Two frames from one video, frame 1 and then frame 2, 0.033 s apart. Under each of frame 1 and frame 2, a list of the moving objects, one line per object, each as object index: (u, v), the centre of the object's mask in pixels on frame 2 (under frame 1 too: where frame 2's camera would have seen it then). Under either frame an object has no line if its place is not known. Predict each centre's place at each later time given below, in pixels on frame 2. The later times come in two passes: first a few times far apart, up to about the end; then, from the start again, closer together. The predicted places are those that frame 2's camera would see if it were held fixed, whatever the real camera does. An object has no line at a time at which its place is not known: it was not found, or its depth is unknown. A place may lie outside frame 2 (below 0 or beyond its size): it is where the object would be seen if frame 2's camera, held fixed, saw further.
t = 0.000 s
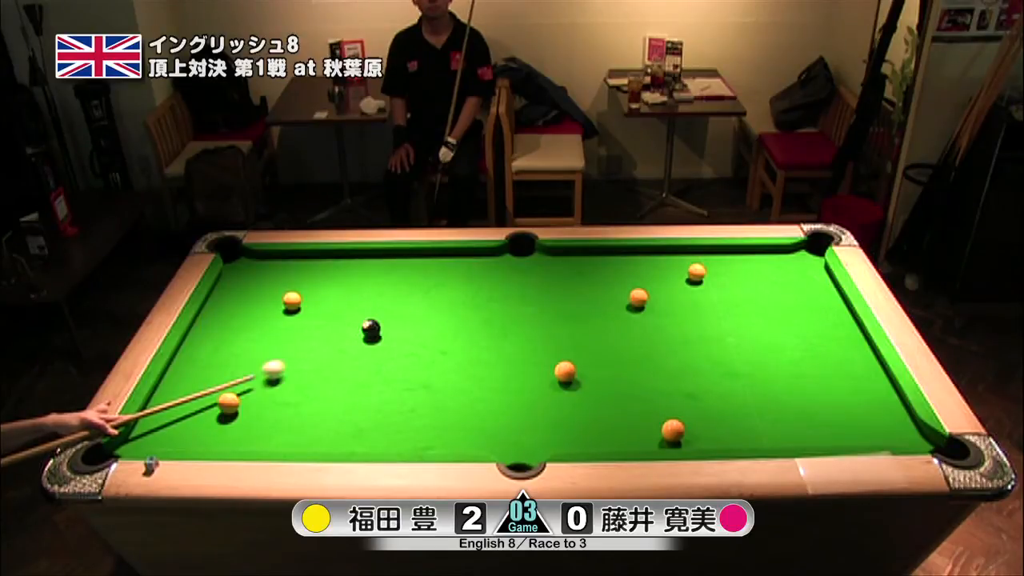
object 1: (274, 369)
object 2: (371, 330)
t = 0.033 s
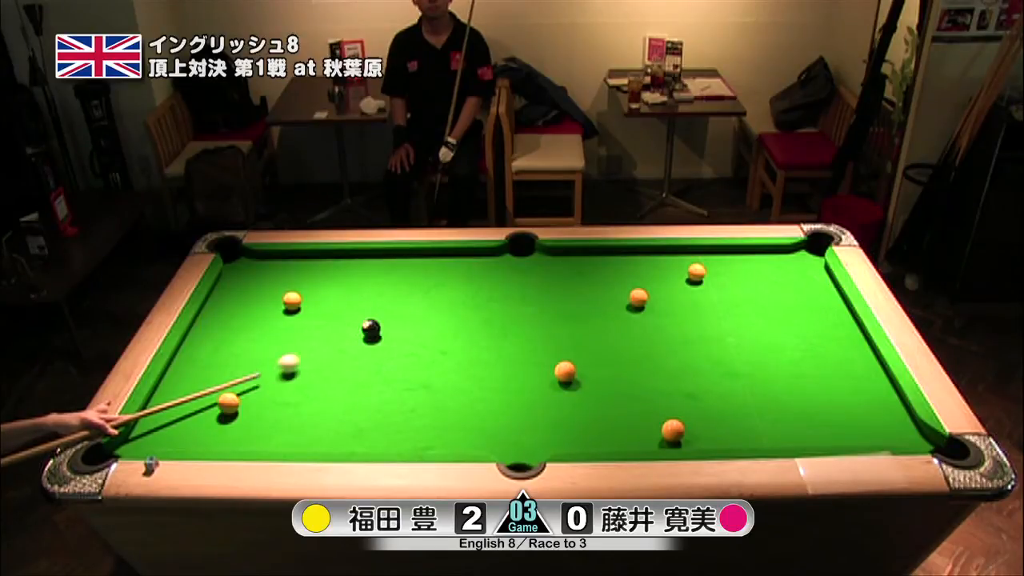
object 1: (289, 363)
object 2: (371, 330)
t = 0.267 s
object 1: (359, 339)
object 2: (384, 323)
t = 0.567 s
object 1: (388, 339)
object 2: (433, 294)
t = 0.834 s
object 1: (411, 339)
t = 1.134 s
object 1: (433, 338)
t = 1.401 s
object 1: (450, 339)
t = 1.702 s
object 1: (464, 339)
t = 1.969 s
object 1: (473, 339)
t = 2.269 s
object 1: (479, 339)
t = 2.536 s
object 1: (482, 339)
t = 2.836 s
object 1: (482, 339)
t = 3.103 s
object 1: (482, 340)
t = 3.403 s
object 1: (482, 340)
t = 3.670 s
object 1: (482, 340)
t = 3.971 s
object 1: (482, 340)
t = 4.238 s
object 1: (482, 339)
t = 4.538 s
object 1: (482, 339)
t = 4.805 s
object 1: (482, 339)
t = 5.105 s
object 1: (482, 339)
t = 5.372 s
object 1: (485, 341)
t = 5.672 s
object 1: (482, 340)
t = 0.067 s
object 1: (303, 358)
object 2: (371, 330)
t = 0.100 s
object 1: (316, 352)
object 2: (371, 330)
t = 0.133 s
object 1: (328, 348)
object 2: (371, 330)
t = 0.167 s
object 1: (340, 343)
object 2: (371, 330)
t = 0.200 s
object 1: (352, 338)
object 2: (371, 330)
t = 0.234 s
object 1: (358, 337)
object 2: (376, 327)
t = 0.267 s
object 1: (359, 339)
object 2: (384, 323)
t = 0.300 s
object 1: (362, 339)
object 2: (391, 318)
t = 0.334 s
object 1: (365, 339)
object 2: (397, 314)
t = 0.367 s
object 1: (368, 339)
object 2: (403, 312)
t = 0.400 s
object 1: (372, 339)
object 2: (408, 308)
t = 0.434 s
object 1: (375, 339)
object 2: (413, 306)
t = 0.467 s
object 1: (378, 339)
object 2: (419, 302)
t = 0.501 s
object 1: (382, 339)
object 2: (424, 299)
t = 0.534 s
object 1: (385, 339)
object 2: (428, 297)
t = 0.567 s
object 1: (388, 339)
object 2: (433, 294)
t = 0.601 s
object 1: (391, 339)
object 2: (438, 291)
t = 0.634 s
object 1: (394, 339)
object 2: (443, 288)
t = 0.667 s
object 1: (397, 339)
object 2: (448, 286)
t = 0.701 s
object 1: (400, 339)
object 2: (452, 284)
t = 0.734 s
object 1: (403, 339)
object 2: (457, 281)
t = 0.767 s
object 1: (406, 339)
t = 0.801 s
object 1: (408, 339)
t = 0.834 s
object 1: (411, 339)
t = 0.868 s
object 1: (414, 339)
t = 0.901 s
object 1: (416, 339)
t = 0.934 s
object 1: (419, 339)
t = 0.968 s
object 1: (422, 339)
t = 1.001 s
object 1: (424, 339)
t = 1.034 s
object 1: (426, 339)
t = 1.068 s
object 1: (429, 339)
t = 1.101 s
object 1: (431, 339)
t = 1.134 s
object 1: (433, 338)
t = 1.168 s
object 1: (435, 339)
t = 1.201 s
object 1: (437, 339)
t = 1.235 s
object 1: (440, 339)
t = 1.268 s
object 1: (442, 339)
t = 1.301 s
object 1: (444, 339)
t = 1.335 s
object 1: (446, 339)
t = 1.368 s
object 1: (448, 339)
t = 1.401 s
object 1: (450, 339)
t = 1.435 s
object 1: (451, 339)
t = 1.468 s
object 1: (453, 339)
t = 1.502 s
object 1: (455, 339)
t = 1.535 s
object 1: (456, 339)
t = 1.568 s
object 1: (458, 339)
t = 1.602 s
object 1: (459, 339)
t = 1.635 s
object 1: (461, 339)
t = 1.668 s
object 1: (462, 339)
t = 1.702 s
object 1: (464, 339)
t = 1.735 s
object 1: (465, 339)
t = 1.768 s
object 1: (466, 339)
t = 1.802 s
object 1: (468, 339)
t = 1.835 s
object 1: (469, 339)
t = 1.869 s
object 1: (470, 339)
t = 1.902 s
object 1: (471, 339)
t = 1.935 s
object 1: (472, 339)
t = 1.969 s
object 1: (473, 339)
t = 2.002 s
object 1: (474, 339)
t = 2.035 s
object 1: (475, 339)
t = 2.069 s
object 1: (476, 339)
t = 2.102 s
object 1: (476, 339)
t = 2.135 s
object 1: (477, 339)
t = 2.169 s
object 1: (478, 339)
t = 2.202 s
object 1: (478, 339)
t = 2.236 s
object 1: (479, 339)
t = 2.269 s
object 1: (479, 339)
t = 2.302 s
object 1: (480, 339)
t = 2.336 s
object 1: (480, 339)
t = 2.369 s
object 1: (481, 339)
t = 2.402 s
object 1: (481, 339)
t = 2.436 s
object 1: (481, 339)
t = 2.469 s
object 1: (481, 339)
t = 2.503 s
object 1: (482, 339)
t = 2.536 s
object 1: (482, 339)
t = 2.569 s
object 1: (482, 339)
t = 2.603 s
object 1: (482, 339)
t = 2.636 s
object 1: (482, 340)
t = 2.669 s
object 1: (482, 339)
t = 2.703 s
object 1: (482, 339)
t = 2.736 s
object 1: (482, 340)
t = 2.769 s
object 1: (482, 339)
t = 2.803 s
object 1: (482, 339)
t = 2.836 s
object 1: (482, 339)
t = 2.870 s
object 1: (482, 340)
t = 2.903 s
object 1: (482, 340)
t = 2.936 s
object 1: (482, 339)
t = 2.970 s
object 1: (482, 340)
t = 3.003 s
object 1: (482, 340)
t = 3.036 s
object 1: (482, 340)
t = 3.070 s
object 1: (482, 340)
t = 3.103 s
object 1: (482, 340)
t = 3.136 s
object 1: (482, 339)
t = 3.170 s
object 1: (482, 340)
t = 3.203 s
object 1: (482, 340)
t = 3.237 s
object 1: (482, 340)
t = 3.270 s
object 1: (482, 340)
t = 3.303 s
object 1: (482, 339)
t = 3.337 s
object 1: (482, 340)
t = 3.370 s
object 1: (482, 340)
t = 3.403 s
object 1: (482, 340)
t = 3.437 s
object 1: (482, 340)
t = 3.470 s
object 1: (482, 340)
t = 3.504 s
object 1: (482, 340)
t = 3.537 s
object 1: (482, 340)
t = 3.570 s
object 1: (482, 340)
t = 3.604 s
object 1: (482, 340)
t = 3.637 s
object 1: (482, 340)
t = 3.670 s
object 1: (482, 340)
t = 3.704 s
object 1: (482, 340)
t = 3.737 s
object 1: (482, 340)
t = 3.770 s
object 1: (482, 340)
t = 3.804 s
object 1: (482, 340)
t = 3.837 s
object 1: (482, 340)
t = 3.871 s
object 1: (482, 340)
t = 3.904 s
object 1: (482, 340)
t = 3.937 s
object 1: (482, 339)
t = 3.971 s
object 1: (482, 340)
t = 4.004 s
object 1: (482, 339)
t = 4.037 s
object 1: (482, 339)
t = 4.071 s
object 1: (482, 339)
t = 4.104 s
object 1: (482, 339)
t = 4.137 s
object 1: (482, 339)
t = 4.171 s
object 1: (482, 339)
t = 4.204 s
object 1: (482, 339)
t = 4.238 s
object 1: (482, 339)
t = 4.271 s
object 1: (482, 340)
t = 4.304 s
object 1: (482, 339)
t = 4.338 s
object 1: (482, 339)
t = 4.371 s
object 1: (482, 339)
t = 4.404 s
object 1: (482, 339)
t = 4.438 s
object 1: (482, 339)
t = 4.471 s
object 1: (482, 339)
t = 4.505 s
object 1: (482, 339)
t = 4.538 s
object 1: (482, 339)
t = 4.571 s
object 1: (482, 339)
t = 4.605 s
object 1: (482, 339)
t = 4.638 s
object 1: (482, 339)
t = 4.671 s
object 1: (482, 339)
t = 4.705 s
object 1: (482, 339)
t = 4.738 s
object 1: (482, 339)
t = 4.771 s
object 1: (482, 339)
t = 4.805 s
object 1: (482, 339)
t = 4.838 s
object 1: (482, 339)
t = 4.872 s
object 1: (482, 339)
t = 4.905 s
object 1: (482, 339)
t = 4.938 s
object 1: (482, 339)
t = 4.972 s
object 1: (482, 339)
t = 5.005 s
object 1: (482, 340)
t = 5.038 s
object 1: (482, 339)
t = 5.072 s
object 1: (482, 339)
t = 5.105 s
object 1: (482, 339)
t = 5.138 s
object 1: (482, 340)
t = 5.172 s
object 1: (482, 339)
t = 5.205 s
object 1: (482, 339)
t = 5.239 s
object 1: (482, 339)
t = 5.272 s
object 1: (480, 337)
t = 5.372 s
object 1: (485, 341)
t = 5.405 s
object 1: (482, 340)
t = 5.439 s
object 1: (484, 341)
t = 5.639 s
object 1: (484, 339)
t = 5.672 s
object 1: (482, 340)
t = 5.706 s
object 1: (482, 340)
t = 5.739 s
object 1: (482, 340)
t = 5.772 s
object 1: (482, 340)
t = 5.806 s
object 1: (482, 340)
